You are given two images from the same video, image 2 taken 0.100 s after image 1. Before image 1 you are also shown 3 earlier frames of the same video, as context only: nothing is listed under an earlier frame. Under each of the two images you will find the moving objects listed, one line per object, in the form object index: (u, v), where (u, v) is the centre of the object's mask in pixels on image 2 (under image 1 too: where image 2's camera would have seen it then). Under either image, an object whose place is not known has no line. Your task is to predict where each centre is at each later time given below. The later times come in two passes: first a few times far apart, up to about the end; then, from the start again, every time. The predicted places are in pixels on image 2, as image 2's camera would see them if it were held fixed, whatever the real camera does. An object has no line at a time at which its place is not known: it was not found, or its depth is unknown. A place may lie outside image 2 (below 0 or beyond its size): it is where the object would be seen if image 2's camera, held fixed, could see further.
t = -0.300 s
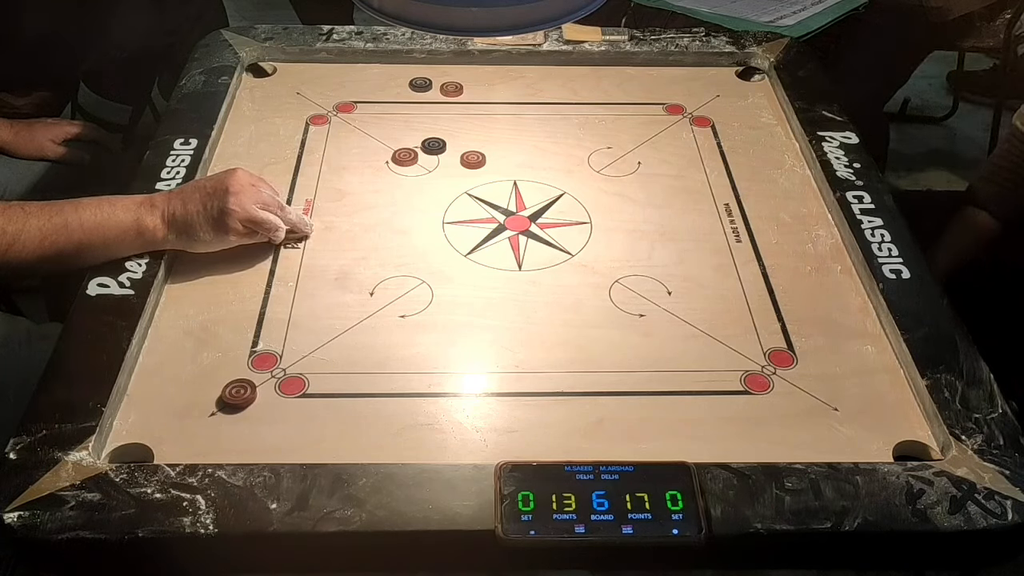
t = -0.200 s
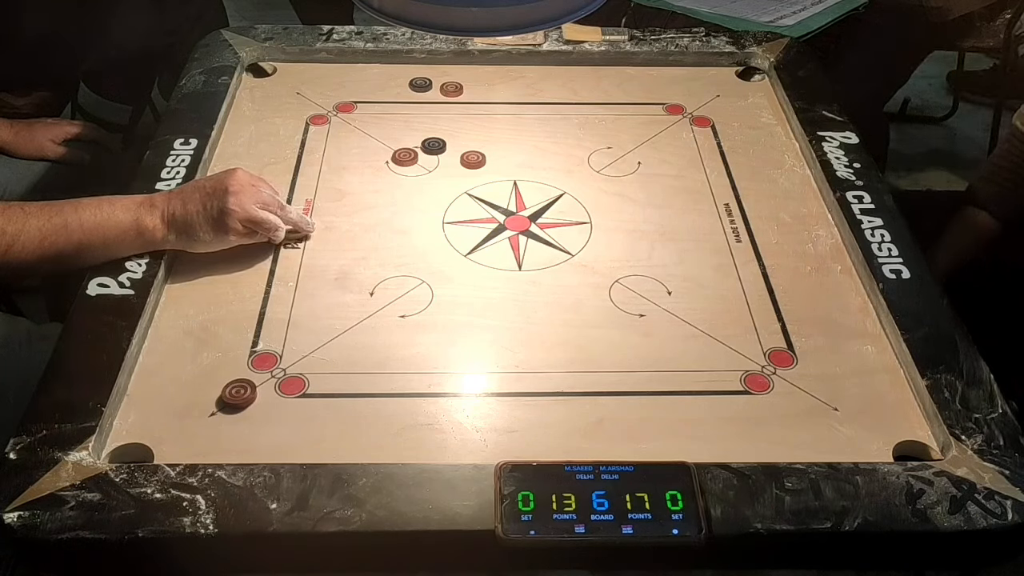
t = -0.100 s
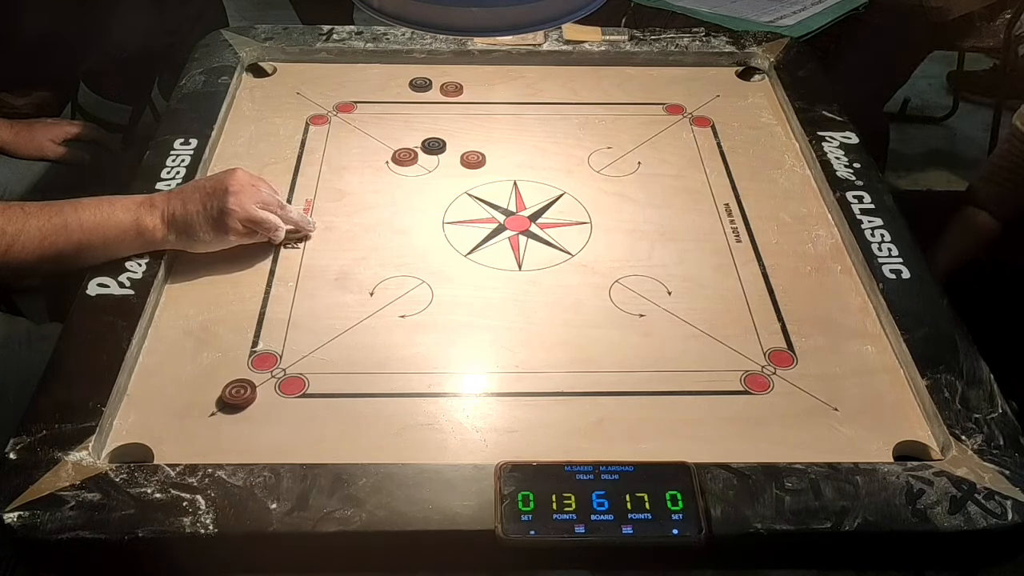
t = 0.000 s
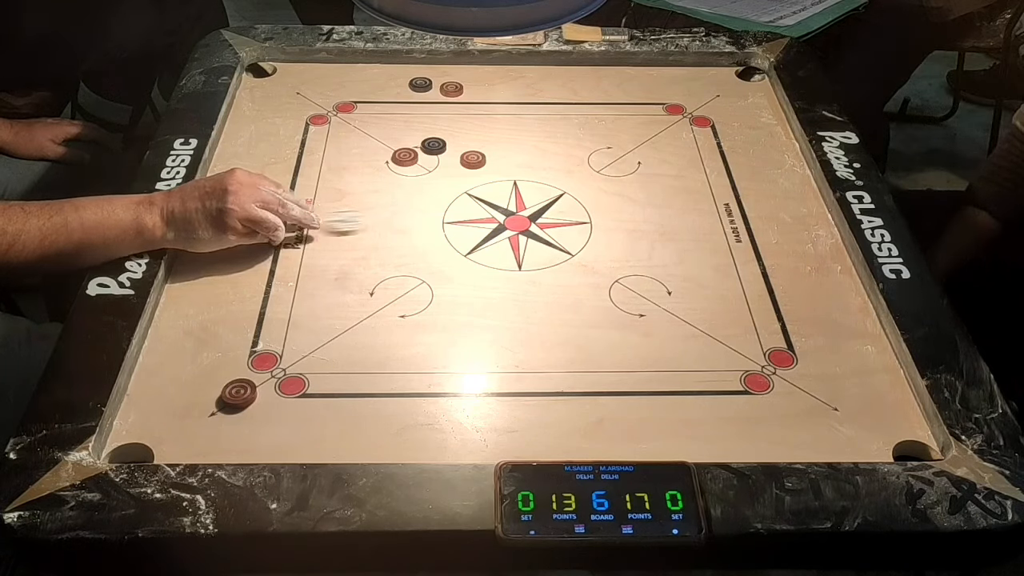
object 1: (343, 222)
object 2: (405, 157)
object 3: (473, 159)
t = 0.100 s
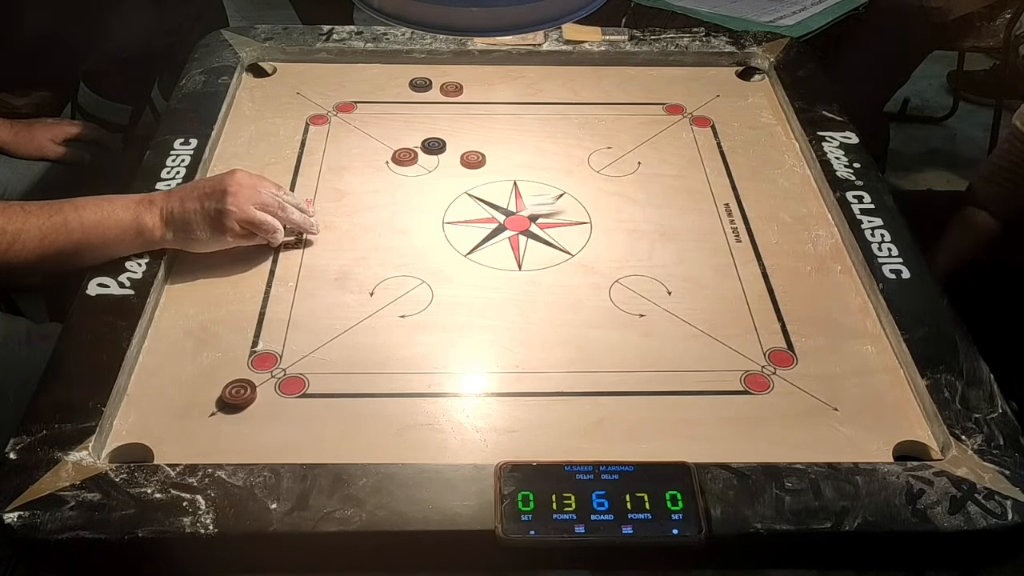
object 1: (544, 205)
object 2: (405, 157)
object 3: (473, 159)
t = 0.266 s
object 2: (405, 157)
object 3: (473, 159)
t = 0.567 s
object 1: (446, 166)
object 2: (398, 155)
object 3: (415, 171)
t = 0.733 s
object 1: (392, 169)
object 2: (383, 150)
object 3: (334, 203)
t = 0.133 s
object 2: (405, 157)
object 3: (473, 159)
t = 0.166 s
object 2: (405, 157)
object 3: (473, 159)
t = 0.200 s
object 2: (405, 157)
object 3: (473, 159)
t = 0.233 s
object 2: (405, 157)
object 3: (473, 159)
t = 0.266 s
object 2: (405, 157)
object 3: (473, 159)
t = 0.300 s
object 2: (405, 157)
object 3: (473, 160)
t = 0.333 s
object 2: (405, 157)
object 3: (473, 159)
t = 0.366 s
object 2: (405, 157)
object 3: (473, 160)
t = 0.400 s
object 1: (591, 170)
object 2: (405, 157)
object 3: (473, 159)
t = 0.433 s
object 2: (405, 157)
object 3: (473, 159)
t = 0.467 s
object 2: (405, 157)
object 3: (473, 160)
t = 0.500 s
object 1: (482, 165)
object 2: (405, 157)
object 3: (443, 158)
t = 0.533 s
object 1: (463, 166)
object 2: (404, 157)
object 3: (427, 164)
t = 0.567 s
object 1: (446, 166)
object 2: (398, 155)
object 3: (415, 171)
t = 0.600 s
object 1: (432, 166)
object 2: (393, 154)
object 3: (397, 179)
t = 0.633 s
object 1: (420, 166)
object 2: (389, 154)
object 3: (380, 185)
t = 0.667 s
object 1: (408, 167)
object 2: (387, 153)
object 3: (363, 192)
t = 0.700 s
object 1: (399, 167)
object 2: (385, 152)
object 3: (348, 198)
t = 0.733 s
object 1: (392, 169)
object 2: (383, 150)
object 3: (334, 203)
